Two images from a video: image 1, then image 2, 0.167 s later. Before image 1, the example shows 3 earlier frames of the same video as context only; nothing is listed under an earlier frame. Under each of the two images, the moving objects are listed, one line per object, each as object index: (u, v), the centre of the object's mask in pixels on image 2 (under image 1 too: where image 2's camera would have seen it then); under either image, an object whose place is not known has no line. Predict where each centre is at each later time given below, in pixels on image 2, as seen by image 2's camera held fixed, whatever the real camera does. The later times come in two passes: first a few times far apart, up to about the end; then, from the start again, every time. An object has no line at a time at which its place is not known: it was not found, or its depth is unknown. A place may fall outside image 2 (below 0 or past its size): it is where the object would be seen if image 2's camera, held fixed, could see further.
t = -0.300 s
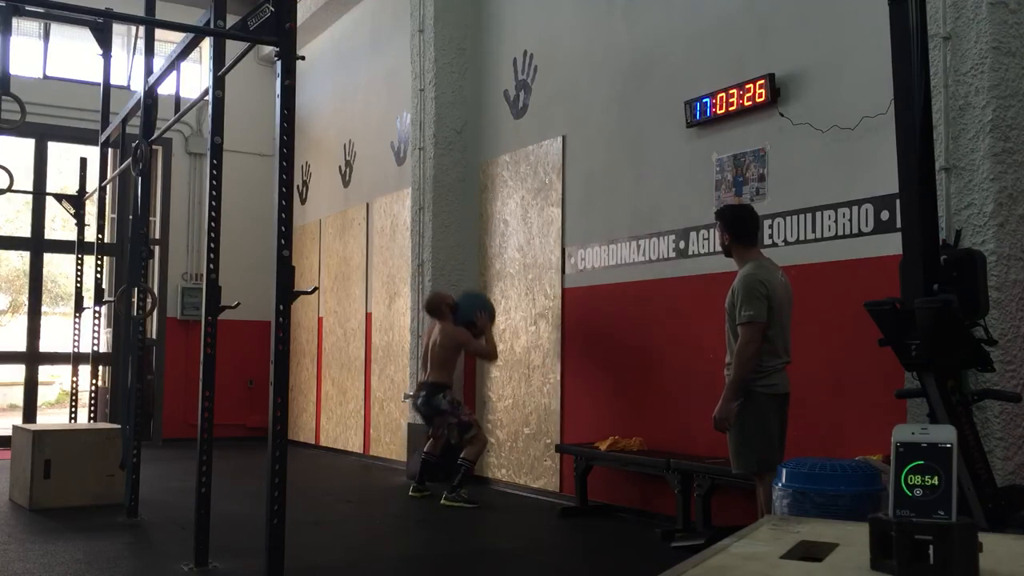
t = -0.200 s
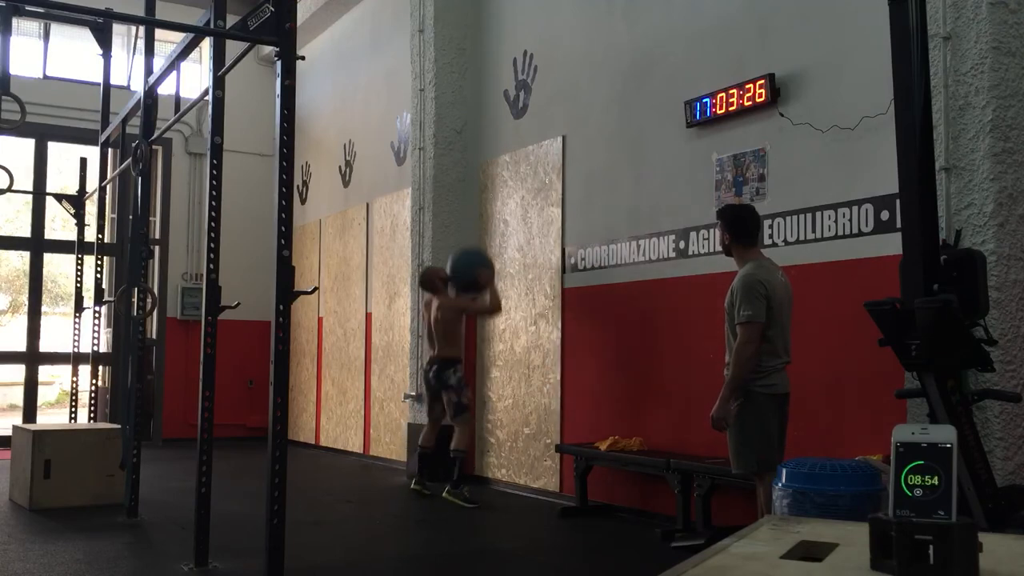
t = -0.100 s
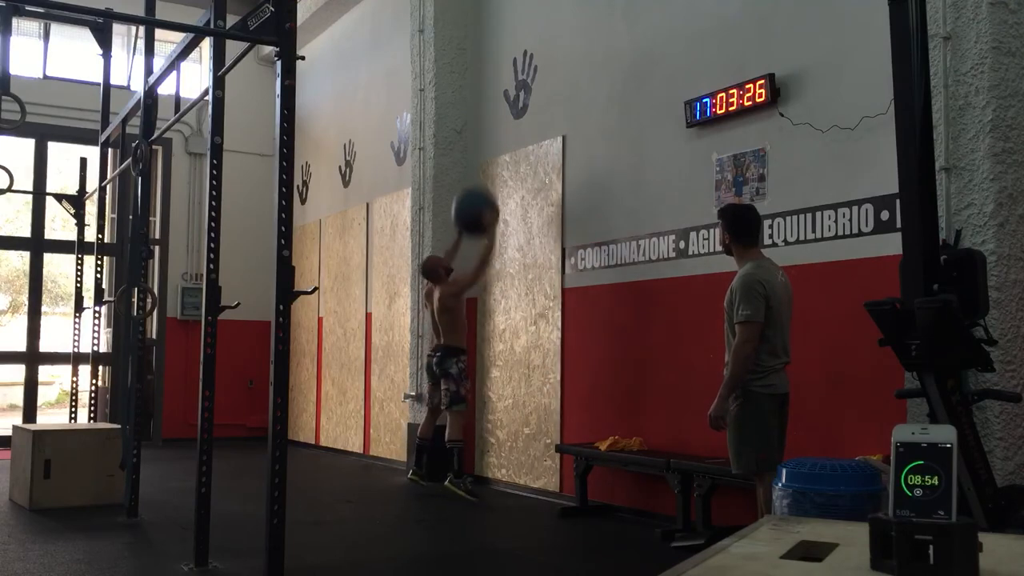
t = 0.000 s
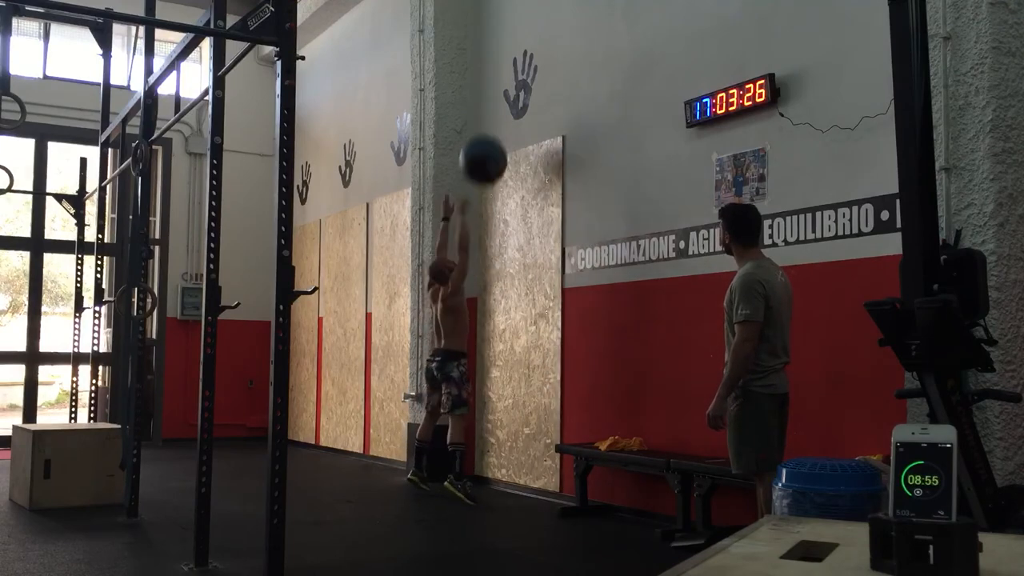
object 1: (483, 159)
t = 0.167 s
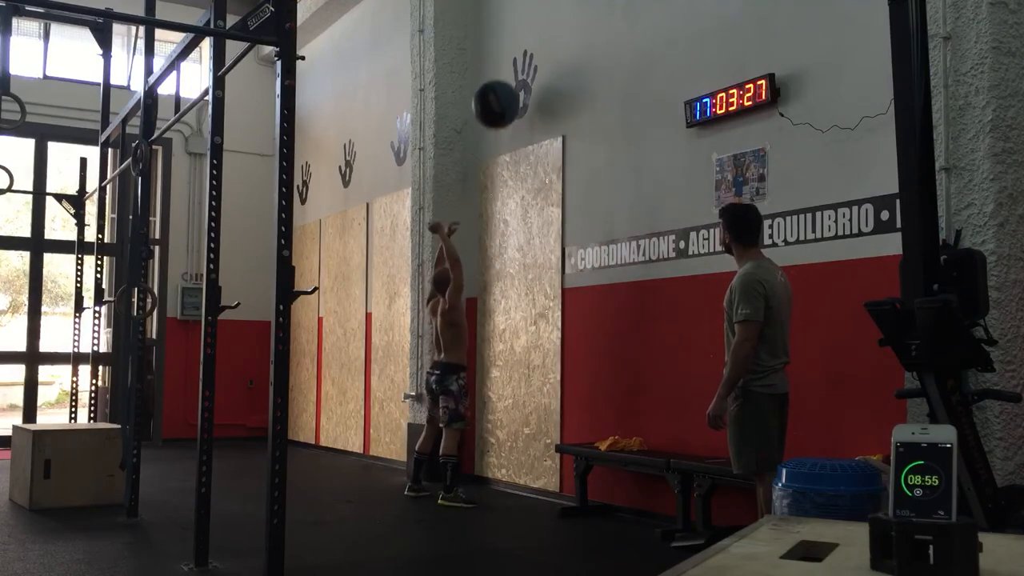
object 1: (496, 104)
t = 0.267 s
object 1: (504, 89)
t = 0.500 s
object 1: (500, 98)
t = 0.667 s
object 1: (490, 145)
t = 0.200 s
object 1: (498, 98)
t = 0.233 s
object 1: (500, 93)
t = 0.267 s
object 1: (504, 89)
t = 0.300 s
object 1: (506, 87)
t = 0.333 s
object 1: (507, 86)
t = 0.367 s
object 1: (507, 86)
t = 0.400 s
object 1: (506, 87)
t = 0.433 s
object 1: (504, 90)
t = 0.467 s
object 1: (502, 93)
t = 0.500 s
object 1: (500, 98)
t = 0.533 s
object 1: (498, 105)
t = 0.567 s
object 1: (496, 113)
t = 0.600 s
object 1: (494, 123)
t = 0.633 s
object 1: (492, 133)
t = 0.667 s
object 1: (490, 145)
